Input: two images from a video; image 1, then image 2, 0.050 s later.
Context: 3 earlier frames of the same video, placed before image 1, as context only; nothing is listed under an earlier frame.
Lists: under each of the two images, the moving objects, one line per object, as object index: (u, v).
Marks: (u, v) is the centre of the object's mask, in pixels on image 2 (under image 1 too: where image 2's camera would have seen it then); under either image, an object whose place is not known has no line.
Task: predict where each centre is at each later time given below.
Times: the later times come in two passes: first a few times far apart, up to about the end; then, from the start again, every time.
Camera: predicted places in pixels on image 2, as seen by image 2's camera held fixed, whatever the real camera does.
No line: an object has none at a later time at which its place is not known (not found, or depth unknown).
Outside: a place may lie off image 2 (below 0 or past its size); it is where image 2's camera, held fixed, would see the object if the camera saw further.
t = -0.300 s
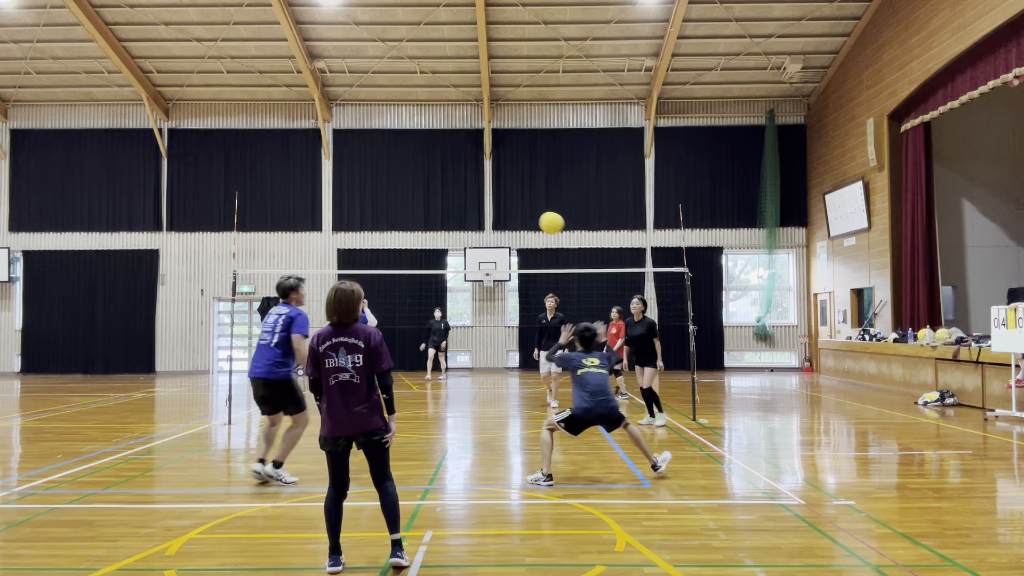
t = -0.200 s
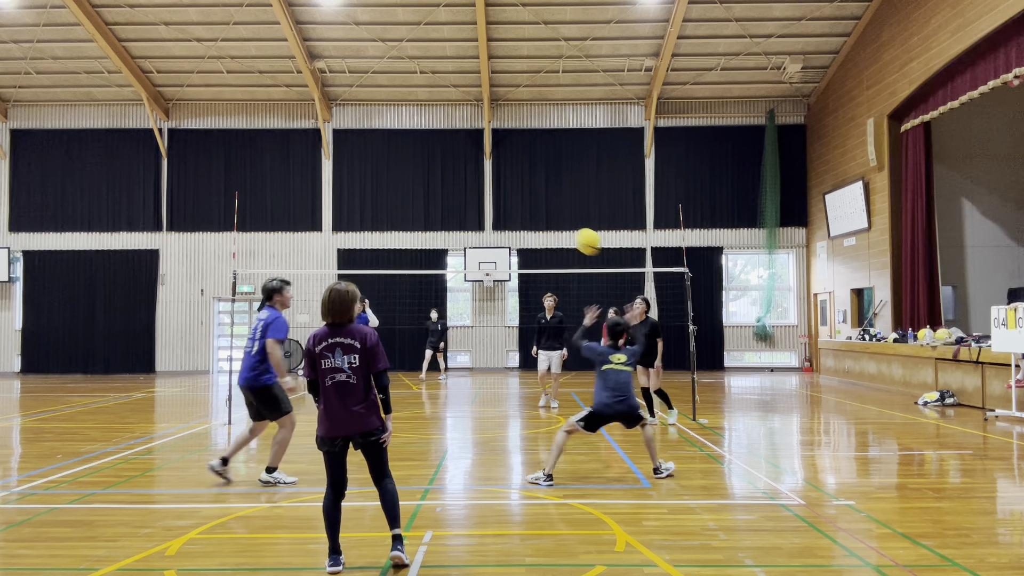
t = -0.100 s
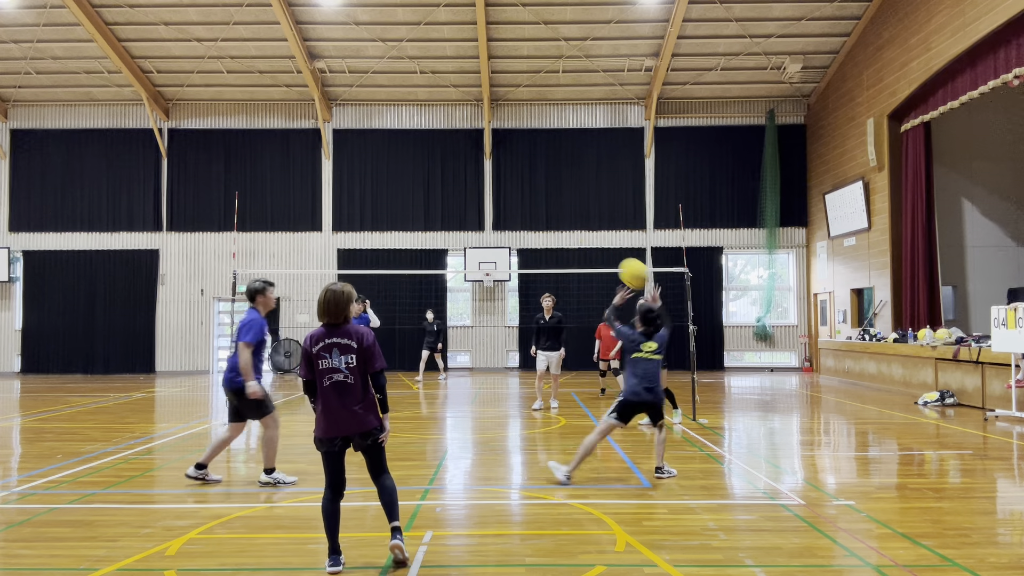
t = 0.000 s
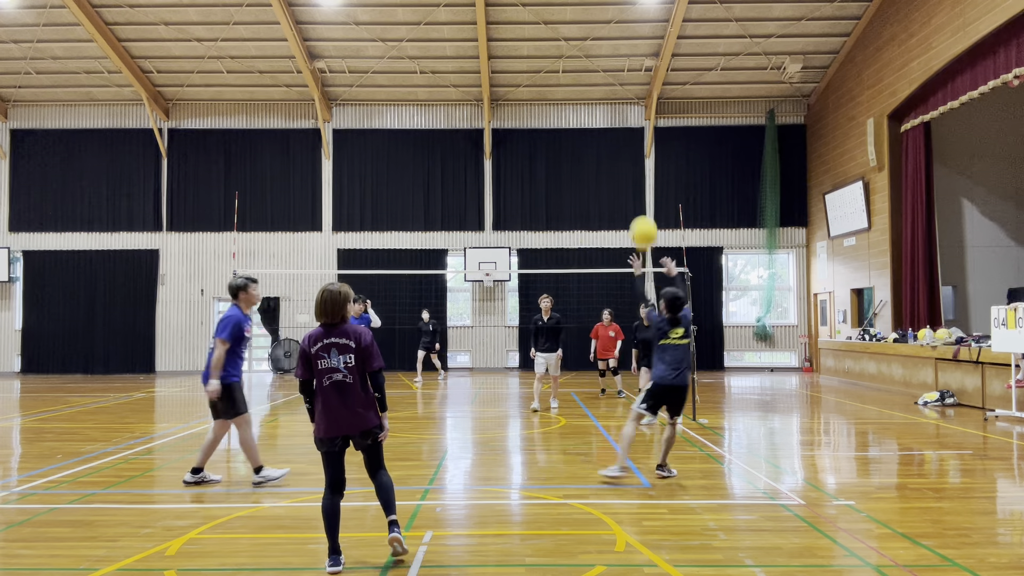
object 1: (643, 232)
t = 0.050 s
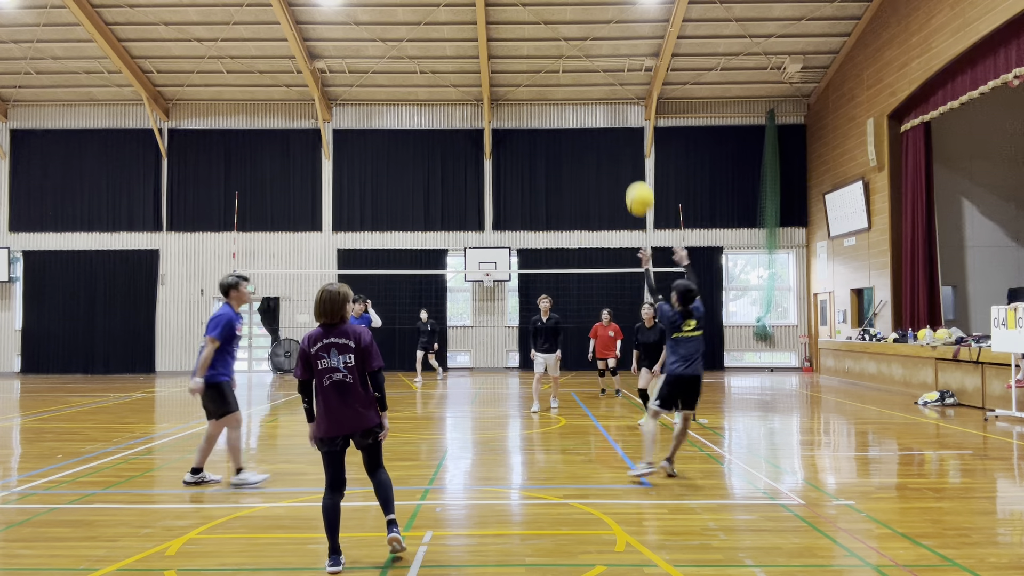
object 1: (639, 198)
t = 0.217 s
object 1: (627, 107)
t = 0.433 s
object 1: (612, 41)
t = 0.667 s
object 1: (597, 26)
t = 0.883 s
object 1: (585, 56)
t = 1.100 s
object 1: (573, 122)
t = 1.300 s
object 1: (566, 208)
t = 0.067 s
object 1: (638, 188)
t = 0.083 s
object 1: (637, 177)
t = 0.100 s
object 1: (635, 167)
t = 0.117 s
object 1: (634, 158)
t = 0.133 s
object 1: (633, 148)
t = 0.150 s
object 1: (632, 140)
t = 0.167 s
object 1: (631, 131)
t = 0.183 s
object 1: (630, 123)
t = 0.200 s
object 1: (628, 115)
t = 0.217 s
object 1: (627, 107)
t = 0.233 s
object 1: (626, 100)
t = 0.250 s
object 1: (625, 94)
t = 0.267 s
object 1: (623, 87)
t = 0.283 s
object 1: (622, 81)
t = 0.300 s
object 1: (621, 75)
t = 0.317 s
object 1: (620, 70)
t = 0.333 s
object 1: (619, 65)
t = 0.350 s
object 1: (618, 60)
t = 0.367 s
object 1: (616, 56)
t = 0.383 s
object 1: (615, 52)
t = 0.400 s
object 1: (614, 48)
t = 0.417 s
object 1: (613, 44)
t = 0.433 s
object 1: (612, 41)
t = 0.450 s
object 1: (610, 39)
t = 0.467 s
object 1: (609, 36)
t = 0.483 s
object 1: (608, 34)
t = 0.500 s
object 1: (607, 32)
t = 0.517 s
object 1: (606, 30)
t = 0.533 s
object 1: (605, 28)
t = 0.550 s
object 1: (604, 28)
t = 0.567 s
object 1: (603, 27)
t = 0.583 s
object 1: (602, 26)
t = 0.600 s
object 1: (601, 25)
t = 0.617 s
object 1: (600, 25)
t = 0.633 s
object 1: (599, 25)
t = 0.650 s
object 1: (598, 26)
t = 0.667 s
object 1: (597, 26)
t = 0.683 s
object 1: (596, 27)
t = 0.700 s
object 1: (595, 28)
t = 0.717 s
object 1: (594, 30)
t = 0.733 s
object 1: (593, 31)
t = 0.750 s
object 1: (592, 33)
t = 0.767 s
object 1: (591, 35)
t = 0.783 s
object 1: (590, 37)
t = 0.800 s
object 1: (589, 40)
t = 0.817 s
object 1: (588, 43)
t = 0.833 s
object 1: (587, 46)
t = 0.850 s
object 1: (586, 49)
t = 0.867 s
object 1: (586, 52)
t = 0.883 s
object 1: (585, 56)
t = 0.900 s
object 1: (583, 60)
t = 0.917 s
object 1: (583, 64)
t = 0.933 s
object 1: (582, 68)
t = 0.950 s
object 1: (581, 72)
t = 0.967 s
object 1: (580, 77)
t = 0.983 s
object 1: (579, 82)
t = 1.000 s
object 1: (578, 87)
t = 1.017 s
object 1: (577, 92)
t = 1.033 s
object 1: (577, 97)
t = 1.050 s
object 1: (576, 103)
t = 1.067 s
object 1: (575, 109)
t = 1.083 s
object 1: (574, 115)
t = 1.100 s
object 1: (573, 122)
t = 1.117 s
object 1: (573, 128)
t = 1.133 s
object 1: (572, 135)
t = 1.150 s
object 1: (571, 141)
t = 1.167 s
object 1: (570, 148)
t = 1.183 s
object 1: (570, 155)
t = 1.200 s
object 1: (569, 162)
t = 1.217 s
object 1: (569, 169)
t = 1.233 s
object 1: (568, 177)
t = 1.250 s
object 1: (567, 184)
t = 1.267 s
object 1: (567, 192)
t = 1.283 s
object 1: (566, 200)
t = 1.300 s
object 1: (566, 208)
